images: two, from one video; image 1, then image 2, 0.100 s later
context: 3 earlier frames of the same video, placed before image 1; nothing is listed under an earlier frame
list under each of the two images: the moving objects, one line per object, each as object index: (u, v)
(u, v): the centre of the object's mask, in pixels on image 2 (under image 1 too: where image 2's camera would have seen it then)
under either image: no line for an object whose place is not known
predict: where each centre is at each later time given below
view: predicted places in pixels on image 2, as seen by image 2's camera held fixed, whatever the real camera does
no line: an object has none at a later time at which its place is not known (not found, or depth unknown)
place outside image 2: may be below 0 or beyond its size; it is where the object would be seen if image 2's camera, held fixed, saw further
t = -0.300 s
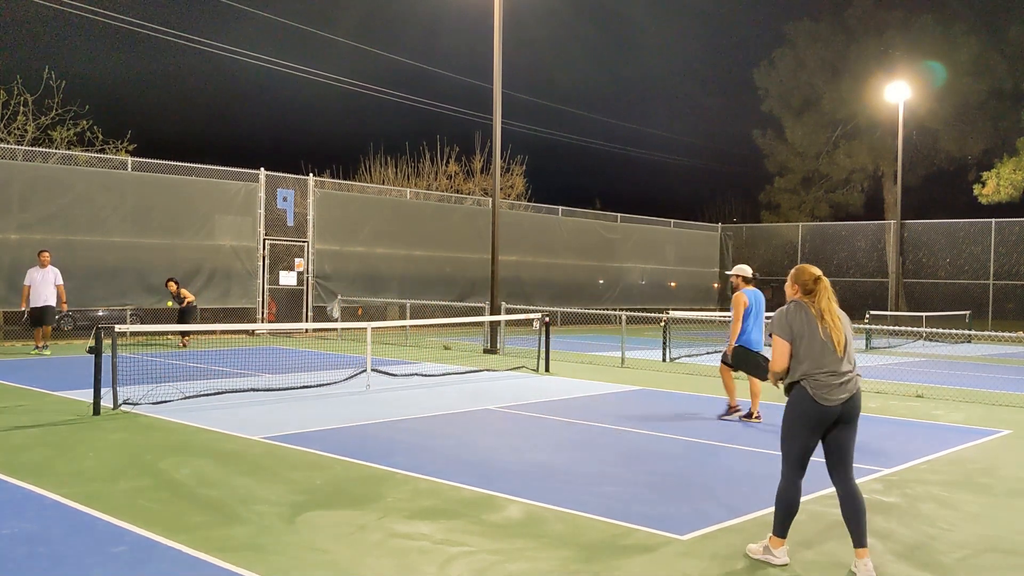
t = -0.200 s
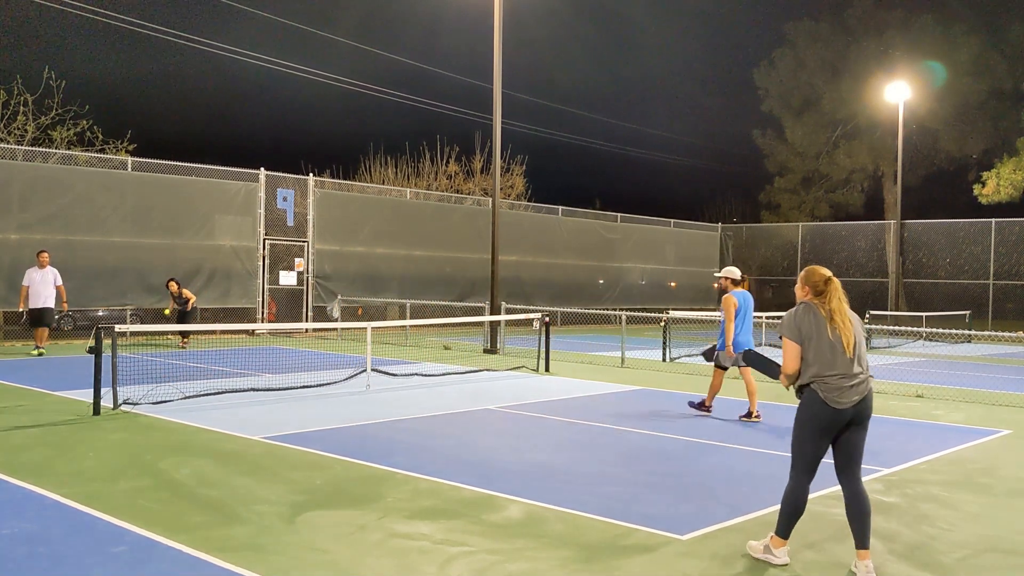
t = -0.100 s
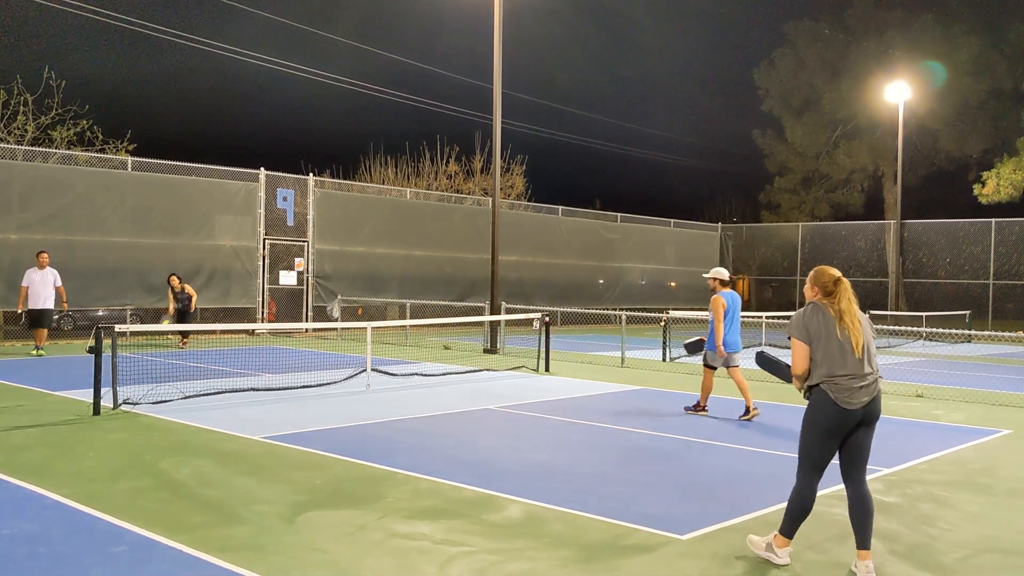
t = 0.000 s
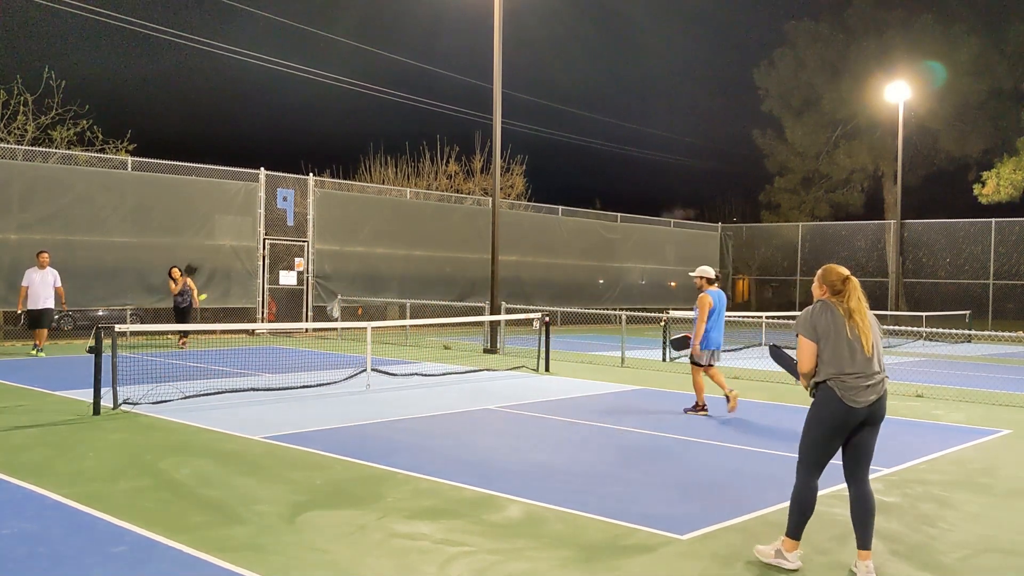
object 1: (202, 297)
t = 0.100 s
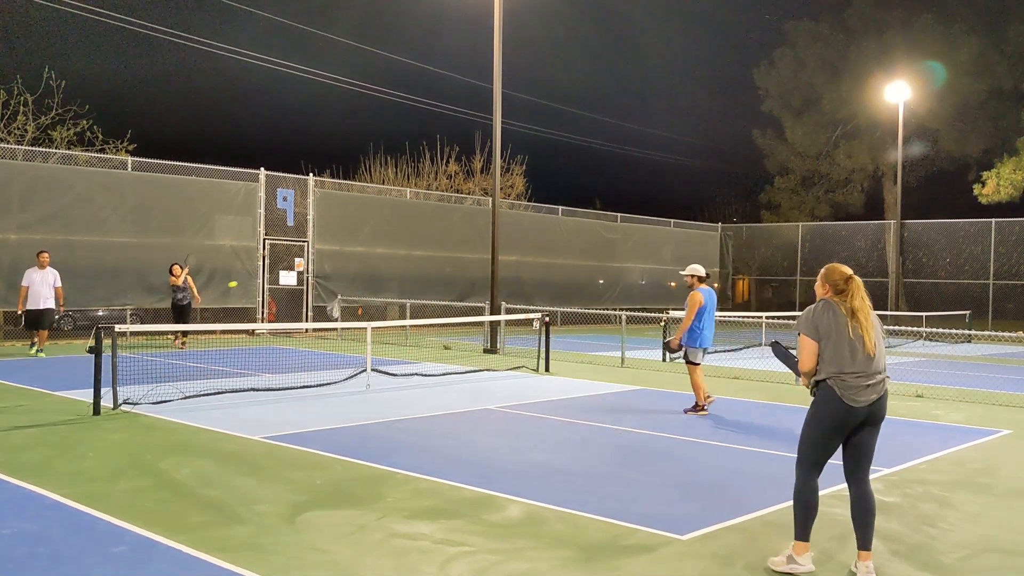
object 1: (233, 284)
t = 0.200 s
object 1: (265, 278)
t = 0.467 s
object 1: (372, 314)
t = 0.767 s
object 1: (518, 424)
